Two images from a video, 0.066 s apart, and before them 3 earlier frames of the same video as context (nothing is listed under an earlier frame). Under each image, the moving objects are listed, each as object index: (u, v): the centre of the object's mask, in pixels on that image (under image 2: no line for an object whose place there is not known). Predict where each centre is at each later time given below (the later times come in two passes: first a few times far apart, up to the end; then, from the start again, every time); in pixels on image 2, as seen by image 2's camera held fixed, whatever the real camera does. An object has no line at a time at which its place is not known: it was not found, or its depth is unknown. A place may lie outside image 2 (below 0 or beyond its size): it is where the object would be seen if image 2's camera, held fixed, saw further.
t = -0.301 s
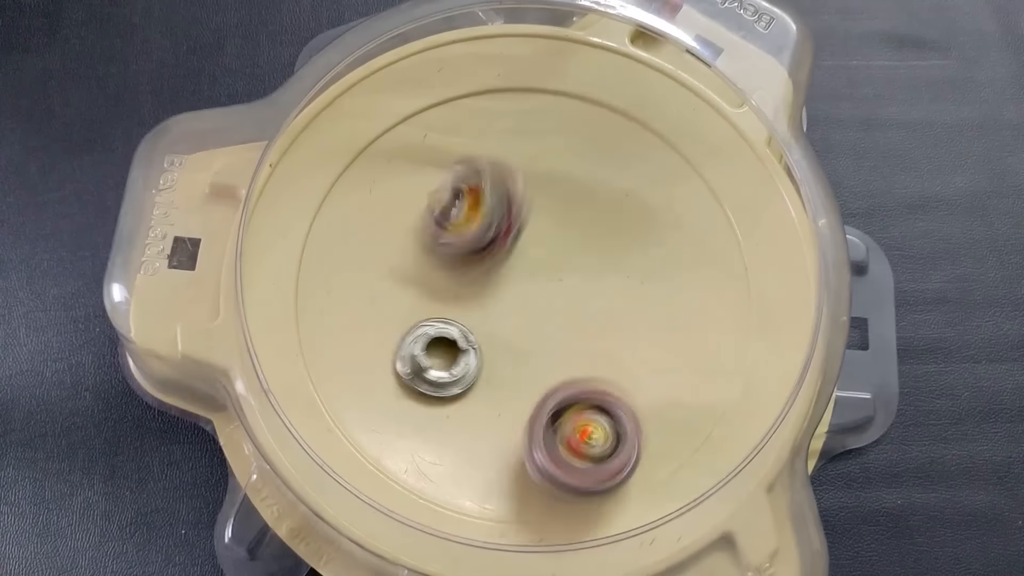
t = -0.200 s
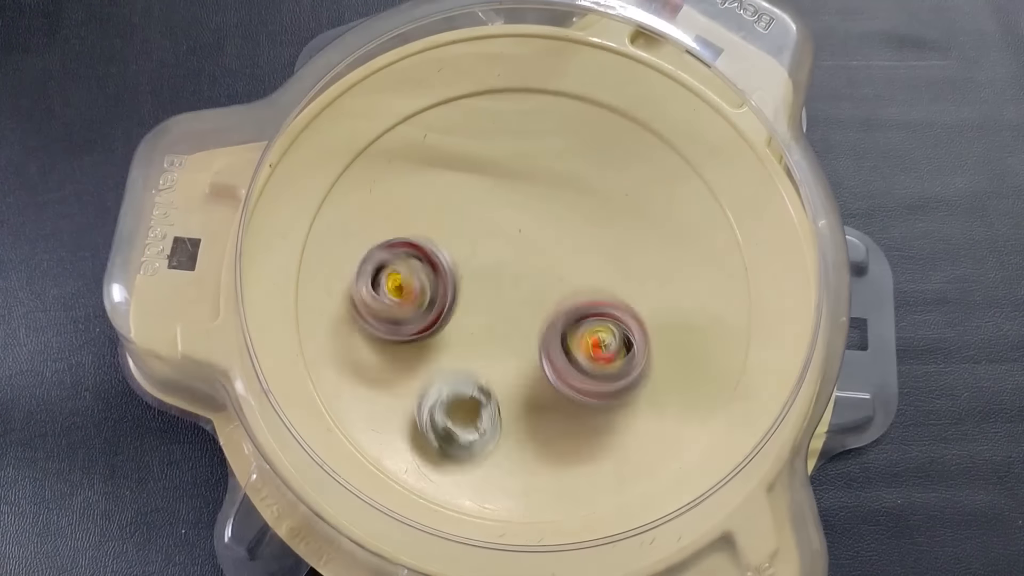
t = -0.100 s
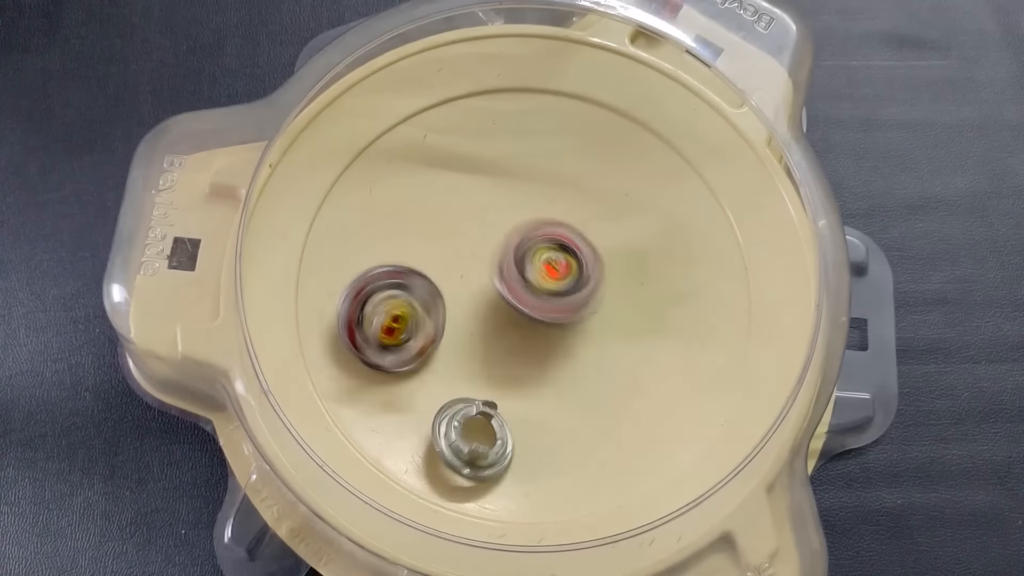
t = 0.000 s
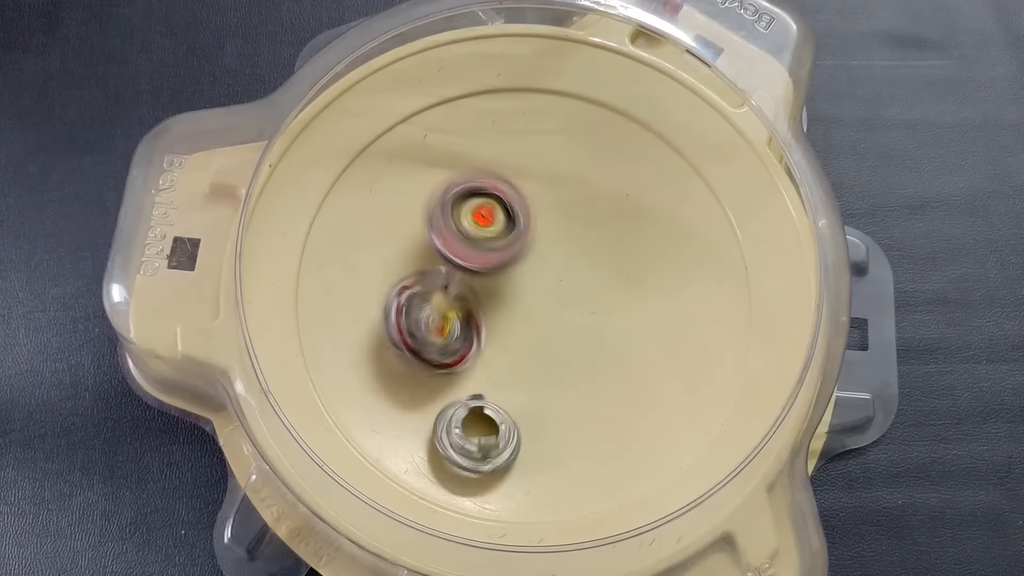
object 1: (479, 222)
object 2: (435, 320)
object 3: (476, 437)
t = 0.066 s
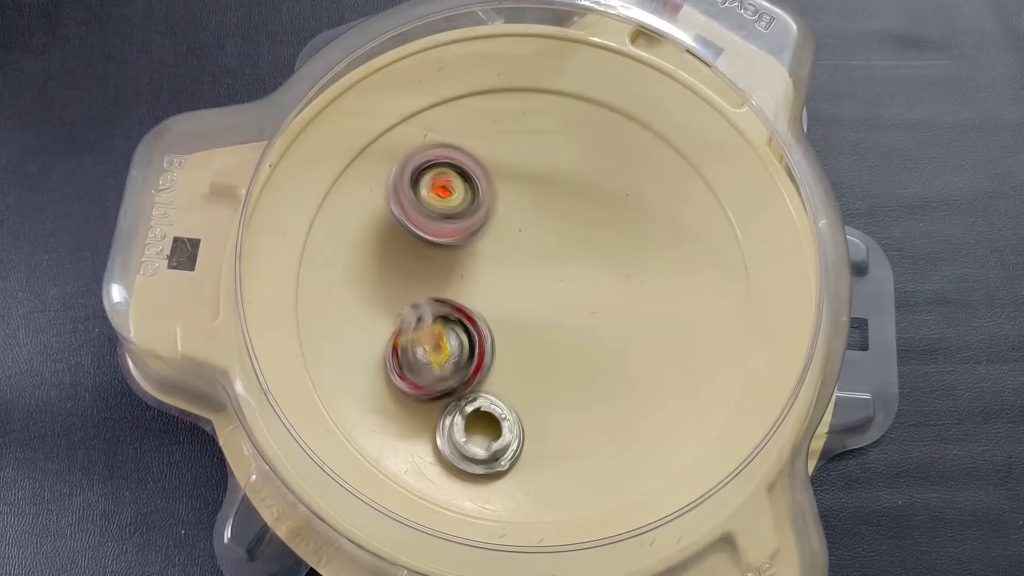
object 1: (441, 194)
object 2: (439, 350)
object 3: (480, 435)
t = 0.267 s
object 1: (328, 218)
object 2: (459, 323)
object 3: (500, 429)
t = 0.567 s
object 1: (504, 296)
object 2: (581, 308)
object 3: (494, 405)
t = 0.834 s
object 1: (472, 174)
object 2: (614, 306)
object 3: (493, 403)
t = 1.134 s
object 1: (497, 284)
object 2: (614, 306)
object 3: (493, 403)
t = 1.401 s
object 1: (579, 218)
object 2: (644, 314)
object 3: (493, 403)
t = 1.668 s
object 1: (505, 245)
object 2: (644, 314)
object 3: (493, 403)
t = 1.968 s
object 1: (584, 330)
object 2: (660, 307)
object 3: (493, 403)
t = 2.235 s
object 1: (545, 281)
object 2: (656, 306)
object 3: (493, 403)
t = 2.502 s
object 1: (467, 299)
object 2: (656, 307)
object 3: (493, 403)
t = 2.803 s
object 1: (488, 319)
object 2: (656, 307)
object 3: (496, 408)
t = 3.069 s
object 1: (528, 253)
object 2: (656, 307)
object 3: (495, 405)
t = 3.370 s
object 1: (513, 220)
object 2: (656, 307)
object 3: (495, 405)
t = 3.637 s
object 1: (519, 268)
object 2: (656, 307)
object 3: (495, 405)
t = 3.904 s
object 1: (573, 312)
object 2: (663, 305)
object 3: (495, 405)
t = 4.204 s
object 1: (557, 294)
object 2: (658, 306)
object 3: (495, 405)
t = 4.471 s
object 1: (486, 300)
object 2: (657, 306)
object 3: (495, 405)
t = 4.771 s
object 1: (476, 312)
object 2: (657, 306)
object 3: (495, 406)
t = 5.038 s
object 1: (518, 285)
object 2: (657, 306)
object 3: (495, 405)
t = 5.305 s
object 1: (544, 235)
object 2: (657, 307)
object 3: (495, 405)
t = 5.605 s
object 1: (530, 242)
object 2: (656, 307)
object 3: (495, 405)
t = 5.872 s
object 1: (531, 304)
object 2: (657, 307)
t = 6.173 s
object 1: (549, 332)
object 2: (657, 307)
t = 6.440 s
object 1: (547, 302)
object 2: (657, 307)
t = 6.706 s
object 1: (509, 256)
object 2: (665, 302)
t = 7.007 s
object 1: (482, 258)
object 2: (657, 307)
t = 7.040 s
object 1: (482, 259)
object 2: (657, 307)
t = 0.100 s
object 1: (422, 186)
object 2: (437, 354)
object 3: (487, 442)
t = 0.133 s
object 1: (399, 182)
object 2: (436, 353)
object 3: (492, 444)
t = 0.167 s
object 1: (375, 182)
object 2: (440, 344)
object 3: (494, 441)
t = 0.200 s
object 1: (354, 189)
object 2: (444, 338)
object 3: (496, 437)
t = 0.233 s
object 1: (337, 201)
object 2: (452, 329)
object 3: (497, 434)
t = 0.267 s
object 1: (328, 218)
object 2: (459, 323)
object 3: (500, 429)
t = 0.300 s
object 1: (329, 238)
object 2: (464, 318)
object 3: (500, 425)
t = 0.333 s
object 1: (338, 262)
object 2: (466, 316)
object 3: (500, 418)
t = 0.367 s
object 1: (361, 284)
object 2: (467, 315)
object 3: (498, 413)
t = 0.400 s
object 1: (389, 301)
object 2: (474, 317)
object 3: (497, 409)
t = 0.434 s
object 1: (413, 311)
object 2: (494, 312)
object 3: (496, 408)
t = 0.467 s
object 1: (431, 315)
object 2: (516, 308)
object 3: (496, 407)
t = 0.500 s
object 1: (457, 314)
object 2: (540, 307)
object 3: (495, 406)
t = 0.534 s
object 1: (481, 308)
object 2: (561, 306)
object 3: (494, 406)
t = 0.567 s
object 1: (504, 296)
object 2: (581, 308)
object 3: (494, 405)
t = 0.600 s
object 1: (518, 280)
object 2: (595, 310)
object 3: (493, 405)
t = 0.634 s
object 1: (525, 265)
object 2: (604, 310)
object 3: (493, 405)
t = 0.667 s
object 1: (525, 246)
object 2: (612, 307)
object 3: (493, 404)
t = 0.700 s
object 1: (522, 225)
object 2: (614, 306)
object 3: (493, 403)
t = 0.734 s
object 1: (515, 207)
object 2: (614, 306)
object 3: (493, 403)
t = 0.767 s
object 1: (503, 191)
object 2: (614, 306)
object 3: (493, 403)
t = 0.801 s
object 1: (489, 180)
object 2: (614, 306)
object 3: (493, 403)
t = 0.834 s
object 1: (472, 174)
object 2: (614, 306)
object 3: (493, 403)
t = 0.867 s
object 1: (455, 175)
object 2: (613, 306)
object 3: (493, 403)
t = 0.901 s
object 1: (442, 182)
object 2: (614, 306)
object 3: (493, 403)
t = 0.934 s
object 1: (435, 193)
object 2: (614, 306)
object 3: (493, 403)
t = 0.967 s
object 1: (432, 208)
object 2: (614, 306)
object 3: (493, 403)
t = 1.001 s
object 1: (433, 225)
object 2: (614, 306)
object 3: (493, 403)
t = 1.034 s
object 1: (441, 241)
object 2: (614, 306)
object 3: (493, 403)
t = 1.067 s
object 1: (455, 259)
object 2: (613, 306)
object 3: (493, 403)
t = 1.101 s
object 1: (474, 273)
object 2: (614, 306)
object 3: (493, 403)
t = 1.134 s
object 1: (497, 284)
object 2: (614, 306)
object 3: (493, 403)
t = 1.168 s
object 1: (520, 287)
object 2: (616, 306)
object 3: (493, 403)
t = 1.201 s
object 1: (545, 287)
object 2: (624, 309)
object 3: (493, 403)
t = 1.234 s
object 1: (559, 283)
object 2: (637, 312)
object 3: (493, 403)
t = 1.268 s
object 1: (572, 274)
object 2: (645, 316)
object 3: (493, 403)
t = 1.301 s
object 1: (582, 259)
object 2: (648, 318)
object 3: (493, 403)
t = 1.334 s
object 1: (585, 243)
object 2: (646, 316)
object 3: (493, 403)
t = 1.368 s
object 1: (583, 231)
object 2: (644, 314)
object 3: (493, 403)
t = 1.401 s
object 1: (579, 218)
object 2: (644, 314)
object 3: (493, 403)
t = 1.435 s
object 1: (572, 210)
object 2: (644, 314)
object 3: (493, 403)
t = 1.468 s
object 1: (562, 205)
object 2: (644, 314)
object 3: (493, 403)
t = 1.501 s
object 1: (551, 204)
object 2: (644, 314)
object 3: (493, 403)
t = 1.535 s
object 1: (540, 207)
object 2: (644, 313)
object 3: (493, 403)
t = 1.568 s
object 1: (529, 211)
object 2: (644, 313)
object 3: (493, 403)
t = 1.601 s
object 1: (518, 221)
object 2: (644, 313)
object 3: (493, 403)
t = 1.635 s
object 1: (509, 233)
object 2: (644, 314)
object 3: (493, 403)
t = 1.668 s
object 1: (505, 245)
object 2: (644, 314)
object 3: (493, 403)
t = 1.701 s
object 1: (502, 261)
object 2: (644, 314)
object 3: (493, 403)
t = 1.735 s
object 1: (502, 277)
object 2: (644, 314)
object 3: (493, 403)
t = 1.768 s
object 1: (508, 294)
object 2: (645, 314)
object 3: (493, 403)
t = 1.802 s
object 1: (517, 308)
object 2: (644, 313)
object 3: (493, 404)
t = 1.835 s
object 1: (529, 321)
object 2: (644, 313)
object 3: (492, 405)
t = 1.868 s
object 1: (544, 330)
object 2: (646, 313)
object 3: (492, 405)
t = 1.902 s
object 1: (558, 333)
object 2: (650, 312)
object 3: (492, 404)
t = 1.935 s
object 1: (573, 334)
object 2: (655, 311)
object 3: (493, 404)
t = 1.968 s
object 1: (584, 330)
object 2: (660, 307)
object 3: (493, 403)
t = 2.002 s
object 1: (587, 324)
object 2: (665, 305)
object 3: (493, 403)
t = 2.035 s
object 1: (587, 317)
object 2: (668, 304)
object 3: (493, 403)
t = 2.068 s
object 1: (584, 309)
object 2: (667, 306)
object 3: (493, 403)
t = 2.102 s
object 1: (579, 302)
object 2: (665, 306)
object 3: (493, 403)
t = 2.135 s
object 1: (573, 296)
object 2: (662, 307)
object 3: (493, 403)
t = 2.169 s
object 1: (565, 291)
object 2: (659, 306)
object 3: (493, 403)
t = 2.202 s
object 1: (557, 286)
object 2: (657, 306)
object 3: (493, 403)
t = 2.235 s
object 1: (545, 281)
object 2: (656, 306)
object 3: (493, 403)
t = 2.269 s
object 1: (533, 279)
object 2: (656, 306)
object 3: (493, 403)
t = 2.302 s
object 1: (522, 278)
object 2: (656, 307)
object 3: (493, 403)
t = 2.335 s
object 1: (509, 279)
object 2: (656, 307)
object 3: (493, 403)
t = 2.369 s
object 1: (498, 281)
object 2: (656, 307)
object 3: (493, 403)
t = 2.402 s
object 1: (489, 284)
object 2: (656, 307)
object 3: (493, 403)
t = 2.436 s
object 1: (480, 288)
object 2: (656, 307)
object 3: (493, 403)
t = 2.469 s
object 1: (473, 293)
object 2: (656, 307)
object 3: (493, 403)
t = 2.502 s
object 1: (467, 299)
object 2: (656, 307)
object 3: (493, 403)
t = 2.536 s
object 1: (465, 304)
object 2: (656, 307)
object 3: (494, 403)
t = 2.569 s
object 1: (465, 310)
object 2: (656, 307)
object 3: (493, 403)
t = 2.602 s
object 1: (464, 313)
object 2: (656, 307)
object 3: (494, 404)
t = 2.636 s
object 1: (467, 318)
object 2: (656, 307)
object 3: (494, 405)
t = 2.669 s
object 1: (469, 319)
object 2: (656, 307)
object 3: (494, 405)
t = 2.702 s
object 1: (472, 320)
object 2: (656, 307)
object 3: (494, 406)
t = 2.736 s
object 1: (477, 323)
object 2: (656, 307)
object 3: (494, 407)
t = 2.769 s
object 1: (483, 321)
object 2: (656, 307)
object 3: (495, 408)
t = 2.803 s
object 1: (488, 319)
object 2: (656, 307)
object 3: (496, 408)
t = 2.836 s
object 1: (495, 314)
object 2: (656, 307)
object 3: (495, 407)
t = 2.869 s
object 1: (502, 306)
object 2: (656, 306)
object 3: (495, 405)
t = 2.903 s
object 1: (508, 299)
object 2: (656, 307)
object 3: (495, 405)
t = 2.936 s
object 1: (514, 289)
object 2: (656, 306)
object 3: (495, 405)
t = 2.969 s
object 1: (518, 281)
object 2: (656, 307)
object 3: (495, 405)
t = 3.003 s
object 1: (522, 273)
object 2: (656, 307)
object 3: (495, 405)
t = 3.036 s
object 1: (526, 262)
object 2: (656, 307)
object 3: (495, 405)
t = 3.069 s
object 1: (528, 253)
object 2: (656, 307)
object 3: (495, 405)
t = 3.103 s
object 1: (529, 245)
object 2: (656, 307)
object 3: (495, 405)
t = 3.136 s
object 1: (527, 236)
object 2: (656, 307)
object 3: (495, 405)
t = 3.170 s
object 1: (525, 230)
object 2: (656, 307)
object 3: (495, 405)
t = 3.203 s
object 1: (523, 225)
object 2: (656, 307)
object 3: (495, 405)
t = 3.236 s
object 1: (522, 223)
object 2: (656, 307)
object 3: (495, 405)
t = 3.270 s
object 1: (520, 222)
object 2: (656, 307)
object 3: (495, 405)
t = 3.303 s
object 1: (517, 220)
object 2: (656, 307)
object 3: (495, 405)
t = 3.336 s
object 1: (516, 219)
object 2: (656, 307)
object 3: (495, 405)
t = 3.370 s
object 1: (513, 220)
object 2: (656, 307)
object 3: (495, 405)
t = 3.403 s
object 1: (511, 224)
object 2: (656, 307)
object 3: (495, 405)
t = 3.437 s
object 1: (511, 228)
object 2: (656, 307)
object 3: (495, 405)
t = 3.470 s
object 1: (509, 234)
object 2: (656, 307)
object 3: (495, 405)
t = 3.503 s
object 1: (510, 237)
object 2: (656, 307)
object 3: (495, 405)
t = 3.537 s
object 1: (510, 243)
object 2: (656, 307)
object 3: (495, 405)
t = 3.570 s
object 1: (512, 252)
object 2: (656, 307)
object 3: (495, 405)
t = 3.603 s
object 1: (516, 260)
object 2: (656, 307)
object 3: (495, 405)
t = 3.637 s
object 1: (519, 268)
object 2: (656, 307)
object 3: (495, 405)
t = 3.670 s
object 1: (526, 277)
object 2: (656, 307)
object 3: (495, 405)
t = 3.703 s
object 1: (530, 285)
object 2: (656, 306)
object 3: (495, 405)
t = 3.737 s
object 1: (537, 293)
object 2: (656, 306)
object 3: (495, 405)
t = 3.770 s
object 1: (544, 296)
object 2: (656, 306)
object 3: (495, 405)
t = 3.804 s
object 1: (551, 304)
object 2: (657, 306)
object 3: (494, 405)
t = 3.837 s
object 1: (559, 307)
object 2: (659, 306)
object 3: (495, 405)
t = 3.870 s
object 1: (566, 311)
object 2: (661, 306)
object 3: (494, 405)
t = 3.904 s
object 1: (573, 312)
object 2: (663, 305)
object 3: (495, 405)
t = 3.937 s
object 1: (577, 310)
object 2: (664, 306)
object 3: (495, 405)
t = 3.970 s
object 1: (580, 310)
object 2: (665, 305)
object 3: (495, 405)
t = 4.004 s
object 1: (583, 309)
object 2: (666, 306)
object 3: (495, 405)
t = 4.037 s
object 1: (585, 306)
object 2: (667, 306)
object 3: (495, 405)
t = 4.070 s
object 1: (581, 303)
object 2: (666, 306)
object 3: (495, 405)
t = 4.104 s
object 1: (577, 299)
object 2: (664, 306)
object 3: (495, 405)
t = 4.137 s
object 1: (571, 295)
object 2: (662, 307)
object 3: (495, 405)
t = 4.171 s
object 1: (564, 294)
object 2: (660, 307)
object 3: (494, 405)
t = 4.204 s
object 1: (557, 294)
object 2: (658, 306)
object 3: (495, 405)
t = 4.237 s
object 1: (548, 290)
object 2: (657, 306)
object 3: (495, 405)
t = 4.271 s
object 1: (536, 291)
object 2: (657, 306)
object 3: (495, 405)
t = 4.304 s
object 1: (524, 291)
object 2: (657, 306)
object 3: (495, 405)
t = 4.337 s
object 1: (516, 292)
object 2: (657, 306)
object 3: (495, 405)
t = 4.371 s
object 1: (507, 293)
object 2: (657, 306)
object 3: (495, 405)
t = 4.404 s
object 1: (500, 298)
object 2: (657, 306)
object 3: (495, 405)
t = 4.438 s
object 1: (495, 298)
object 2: (657, 306)
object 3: (495, 405)
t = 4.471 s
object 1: (486, 300)
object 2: (657, 306)
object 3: (495, 405)
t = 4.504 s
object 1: (481, 303)
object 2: (657, 306)
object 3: (495, 405)
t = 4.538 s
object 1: (476, 305)
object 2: (657, 306)
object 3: (495, 405)
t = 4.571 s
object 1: (473, 305)
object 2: (657, 306)
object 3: (495, 405)
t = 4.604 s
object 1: (471, 308)
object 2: (657, 306)
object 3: (495, 405)
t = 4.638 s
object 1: (472, 311)
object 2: (657, 306)
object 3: (495, 405)
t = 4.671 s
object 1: (470, 311)
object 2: (657, 306)
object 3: (495, 405)
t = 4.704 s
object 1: (471, 312)
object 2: (657, 307)
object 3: (495, 405)
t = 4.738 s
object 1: (472, 314)
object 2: (657, 306)
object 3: (495, 406)
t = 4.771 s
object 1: (476, 312)
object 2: (657, 306)
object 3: (495, 406)
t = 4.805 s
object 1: (477, 311)
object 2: (657, 306)
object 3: (495, 406)
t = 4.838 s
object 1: (483, 311)
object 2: (657, 306)
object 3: (495, 406)
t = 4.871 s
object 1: (488, 306)
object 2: (657, 306)
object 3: (495, 405)
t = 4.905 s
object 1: (494, 304)
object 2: (657, 306)
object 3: (495, 405)
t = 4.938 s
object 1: (500, 300)
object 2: (657, 306)
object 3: (495, 405)
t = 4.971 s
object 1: (508, 295)
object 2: (657, 307)
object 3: (495, 405)
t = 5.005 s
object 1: (511, 291)
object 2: (657, 307)
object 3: (495, 405)
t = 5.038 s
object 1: (518, 285)
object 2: (657, 306)
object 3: (495, 405)
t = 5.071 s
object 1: (523, 277)
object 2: (657, 307)
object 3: (495, 405)
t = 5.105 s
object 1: (529, 272)
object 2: (657, 307)
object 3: (495, 405)
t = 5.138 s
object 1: (535, 263)
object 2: (657, 307)
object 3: (495, 405)
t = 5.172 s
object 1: (538, 257)
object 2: (656, 307)
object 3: (495, 405)
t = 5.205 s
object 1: (541, 249)
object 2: (656, 307)
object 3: (495, 405)
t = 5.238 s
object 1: (543, 243)
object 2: (656, 307)
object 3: (495, 405)
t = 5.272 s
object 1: (542, 238)
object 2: (657, 307)
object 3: (495, 405)
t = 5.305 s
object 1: (544, 235)
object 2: (657, 307)
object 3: (495, 405)
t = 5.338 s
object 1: (542, 231)
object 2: (656, 307)
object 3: (495, 405)
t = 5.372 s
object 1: (542, 231)
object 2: (656, 307)
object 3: (495, 405)
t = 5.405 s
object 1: (541, 228)
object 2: (657, 307)
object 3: (495, 405)
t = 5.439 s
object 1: (539, 229)
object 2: (656, 307)
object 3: (495, 405)
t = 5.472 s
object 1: (538, 230)
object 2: (656, 307)
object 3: (495, 405)
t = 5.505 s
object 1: (537, 231)
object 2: (656, 307)
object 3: (495, 405)
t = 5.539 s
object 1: (533, 234)
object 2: (656, 307)
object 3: (495, 405)
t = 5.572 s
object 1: (533, 238)
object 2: (656, 307)
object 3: (495, 405)
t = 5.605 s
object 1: (530, 242)
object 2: (656, 307)
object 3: (495, 405)
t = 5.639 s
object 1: (530, 249)
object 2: (656, 307)
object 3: (495, 405)
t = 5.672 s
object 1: (527, 254)
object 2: (657, 307)
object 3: (495, 405)
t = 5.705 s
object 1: (527, 262)
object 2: (656, 307)
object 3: (495, 405)
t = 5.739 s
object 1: (526, 269)
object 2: (656, 307)
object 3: (495, 405)
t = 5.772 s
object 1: (527, 279)
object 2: (657, 307)
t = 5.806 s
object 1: (527, 287)
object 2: (657, 307)
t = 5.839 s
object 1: (528, 295)
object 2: (657, 307)
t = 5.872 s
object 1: (531, 304)
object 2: (657, 307)
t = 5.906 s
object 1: (532, 307)
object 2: (657, 307)
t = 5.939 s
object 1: (535, 315)
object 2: (657, 307)
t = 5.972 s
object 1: (538, 318)
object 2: (657, 307)
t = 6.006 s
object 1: (540, 325)
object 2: (657, 307)
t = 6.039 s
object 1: (543, 327)
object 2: (657, 307)
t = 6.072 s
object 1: (545, 332)
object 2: (655, 306)
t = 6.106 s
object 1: (548, 334)
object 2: (650, 302)
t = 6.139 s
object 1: (551, 333)
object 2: (659, 302)
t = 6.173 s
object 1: (549, 332)
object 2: (657, 307)
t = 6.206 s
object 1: (551, 330)
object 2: (657, 306)
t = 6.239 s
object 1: (552, 328)
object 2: (658, 306)
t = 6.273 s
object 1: (553, 325)
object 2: (658, 306)
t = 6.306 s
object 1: (553, 319)
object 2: (657, 306)
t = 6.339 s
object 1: (552, 314)
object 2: (657, 307)
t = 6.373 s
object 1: (552, 311)
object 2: (657, 307)
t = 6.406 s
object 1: (548, 306)
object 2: (657, 307)
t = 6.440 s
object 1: (547, 302)
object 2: (657, 307)
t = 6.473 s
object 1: (541, 295)
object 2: (657, 307)
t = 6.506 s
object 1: (541, 291)
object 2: (657, 307)
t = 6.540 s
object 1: (535, 283)
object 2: (657, 307)
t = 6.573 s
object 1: (533, 277)
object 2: (657, 307)
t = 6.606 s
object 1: (525, 271)
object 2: (657, 307)
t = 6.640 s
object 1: (522, 264)
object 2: (661, 303)
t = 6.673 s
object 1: (515, 261)
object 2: (667, 303)
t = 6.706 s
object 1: (509, 256)
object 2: (665, 302)
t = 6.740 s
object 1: (502, 252)
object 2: (657, 307)
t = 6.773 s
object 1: (498, 250)
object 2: (657, 307)
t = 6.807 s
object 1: (495, 247)
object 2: (657, 307)
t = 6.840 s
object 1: (490, 249)
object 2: (657, 307)
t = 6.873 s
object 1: (488, 248)
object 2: (657, 307)
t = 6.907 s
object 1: (484, 251)
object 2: (657, 307)
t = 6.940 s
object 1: (482, 251)
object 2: (657, 307)
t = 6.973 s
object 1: (481, 255)
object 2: (657, 307)
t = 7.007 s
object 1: (482, 258)
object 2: (657, 307)
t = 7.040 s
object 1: (482, 259)
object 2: (657, 307)
